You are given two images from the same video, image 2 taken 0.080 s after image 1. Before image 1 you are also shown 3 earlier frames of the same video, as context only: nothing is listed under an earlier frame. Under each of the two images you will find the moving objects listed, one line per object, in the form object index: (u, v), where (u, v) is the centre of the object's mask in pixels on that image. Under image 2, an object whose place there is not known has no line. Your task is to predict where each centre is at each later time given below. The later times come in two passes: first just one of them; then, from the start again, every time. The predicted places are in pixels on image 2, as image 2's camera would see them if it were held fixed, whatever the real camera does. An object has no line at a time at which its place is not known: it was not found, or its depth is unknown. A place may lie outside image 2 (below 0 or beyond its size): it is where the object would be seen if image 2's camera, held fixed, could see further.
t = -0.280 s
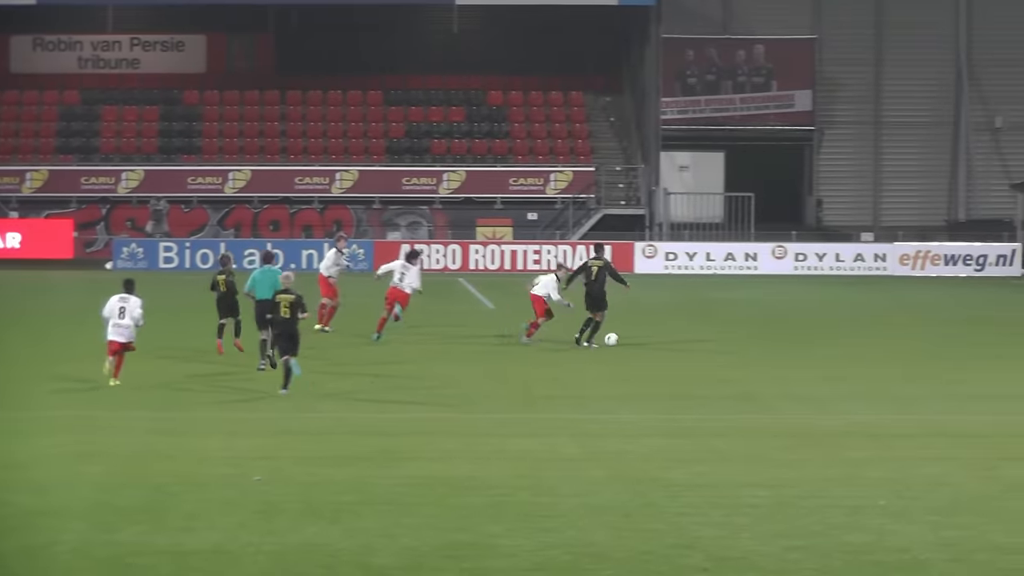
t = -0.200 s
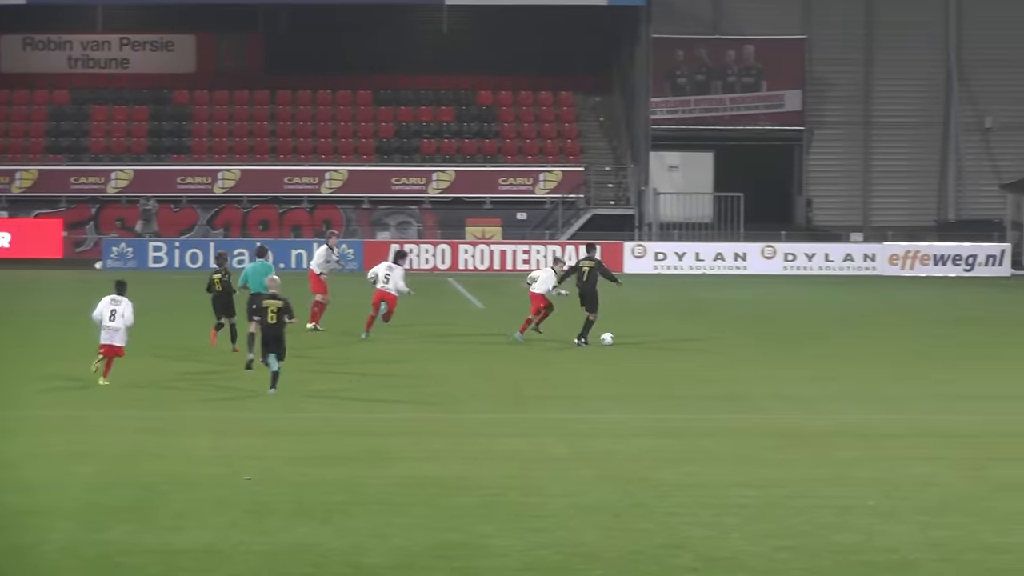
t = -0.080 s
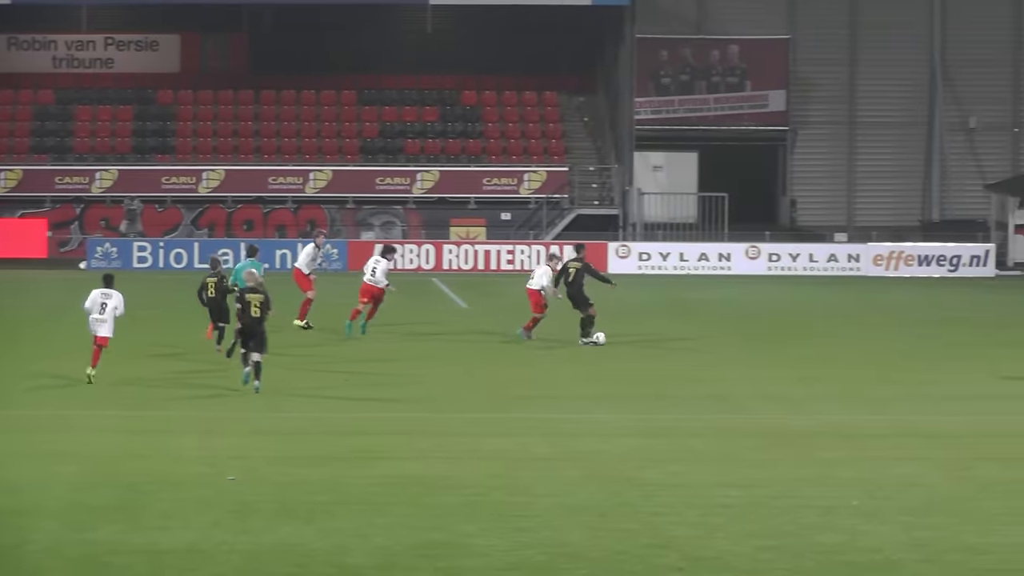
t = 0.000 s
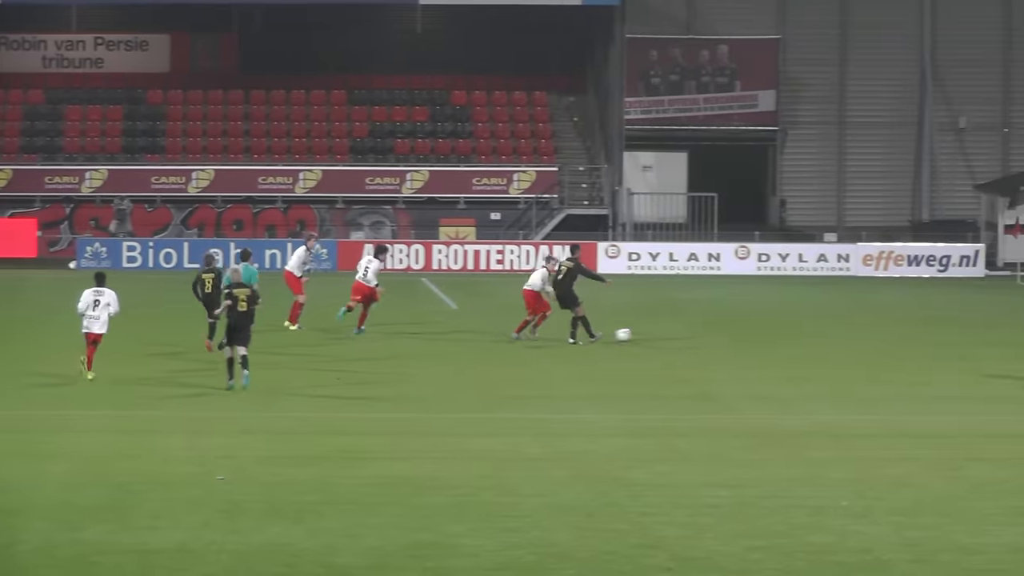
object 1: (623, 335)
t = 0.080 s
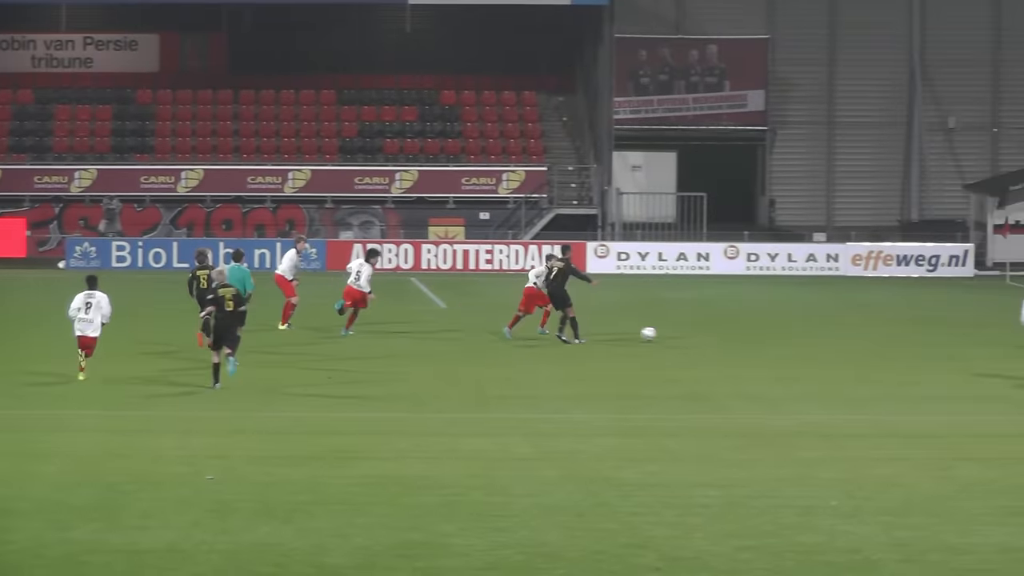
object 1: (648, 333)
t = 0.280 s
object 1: (725, 331)
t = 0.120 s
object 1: (665, 333)
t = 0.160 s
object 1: (681, 334)
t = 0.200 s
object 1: (696, 332)
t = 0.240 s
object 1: (711, 331)
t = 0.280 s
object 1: (725, 331)
